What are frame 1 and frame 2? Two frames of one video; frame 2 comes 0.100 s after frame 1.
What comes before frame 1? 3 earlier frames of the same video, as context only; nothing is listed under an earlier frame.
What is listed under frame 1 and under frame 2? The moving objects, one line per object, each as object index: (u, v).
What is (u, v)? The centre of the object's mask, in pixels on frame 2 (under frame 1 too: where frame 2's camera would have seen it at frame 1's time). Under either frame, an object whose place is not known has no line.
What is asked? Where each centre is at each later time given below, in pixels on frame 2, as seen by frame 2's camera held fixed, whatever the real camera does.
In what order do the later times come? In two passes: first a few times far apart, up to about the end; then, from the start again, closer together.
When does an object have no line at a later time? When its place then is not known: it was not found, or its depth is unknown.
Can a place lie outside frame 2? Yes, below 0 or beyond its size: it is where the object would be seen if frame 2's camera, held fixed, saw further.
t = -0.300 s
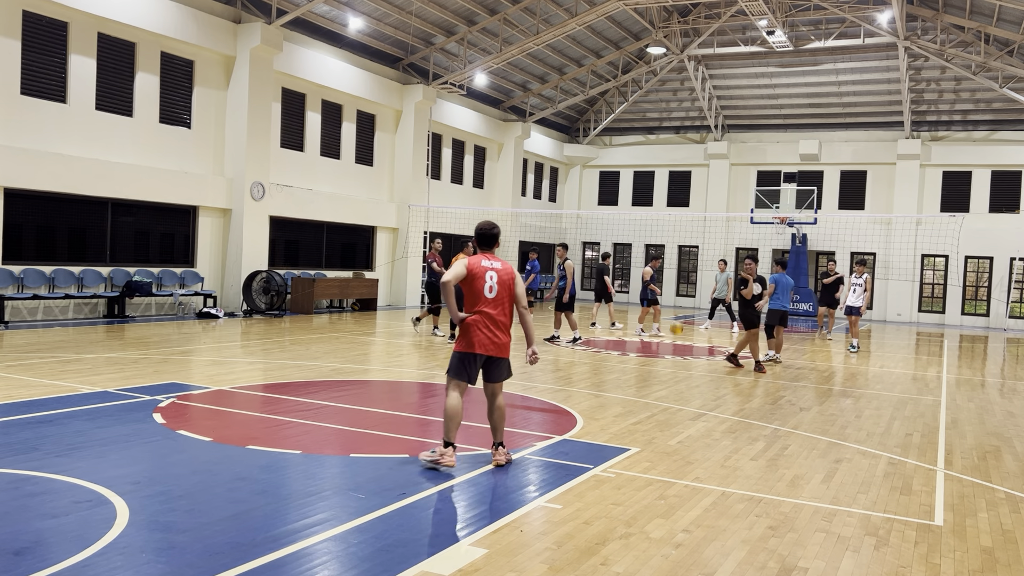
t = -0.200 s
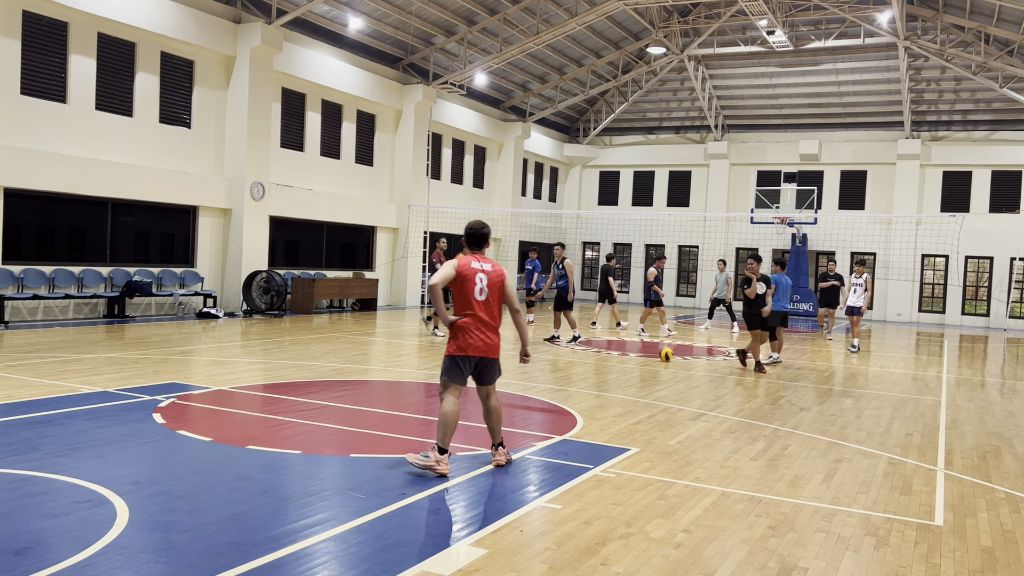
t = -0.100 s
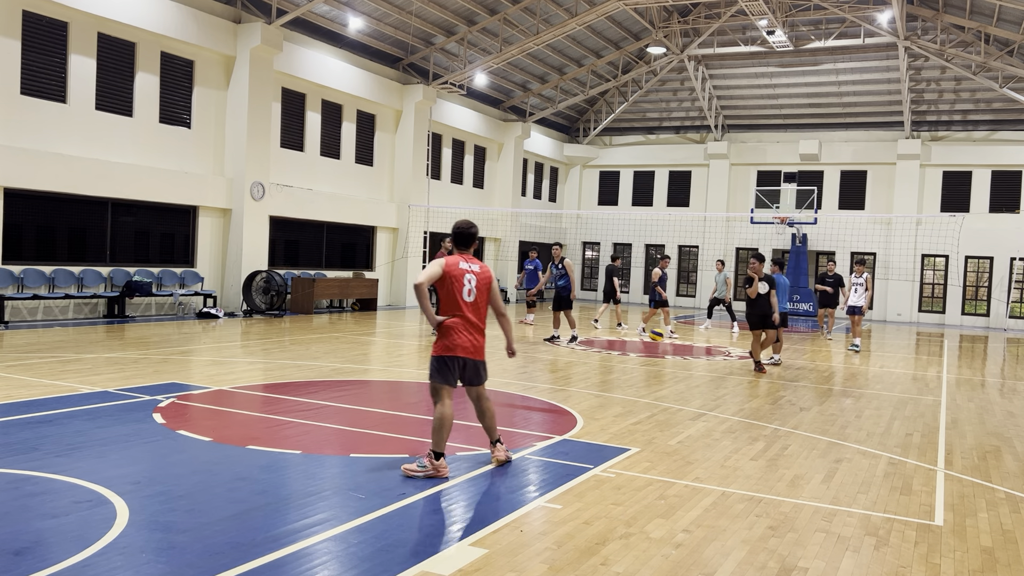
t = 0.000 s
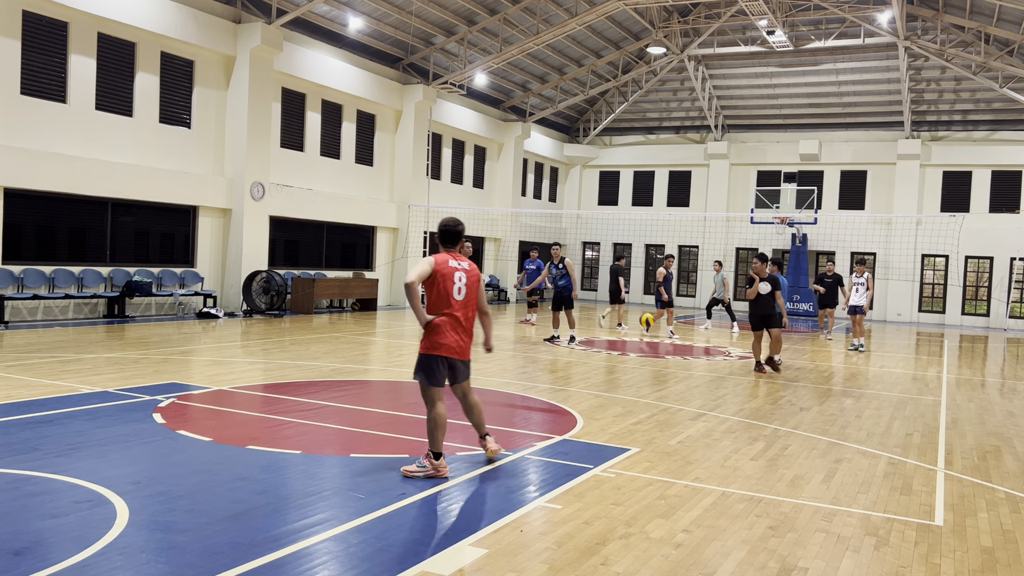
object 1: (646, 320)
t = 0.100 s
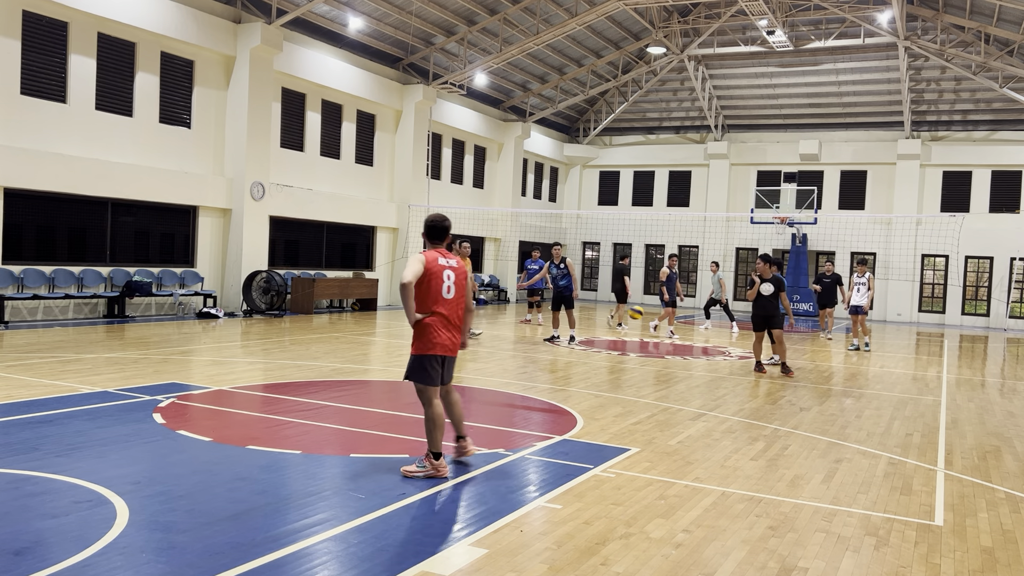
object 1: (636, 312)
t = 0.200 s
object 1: (624, 312)
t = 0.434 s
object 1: (594, 339)
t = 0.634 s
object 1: (567, 350)
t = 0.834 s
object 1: (539, 333)
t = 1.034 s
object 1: (507, 349)
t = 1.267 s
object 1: (469, 360)
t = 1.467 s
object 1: (434, 354)
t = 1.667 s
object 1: (394, 388)
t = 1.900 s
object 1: (347, 370)
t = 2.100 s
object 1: (302, 396)
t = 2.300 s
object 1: (253, 389)
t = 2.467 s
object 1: (208, 403)
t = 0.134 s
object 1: (632, 311)
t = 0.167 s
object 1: (628, 311)
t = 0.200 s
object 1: (624, 312)
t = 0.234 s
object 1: (620, 313)
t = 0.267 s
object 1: (615, 315)
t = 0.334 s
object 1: (607, 321)
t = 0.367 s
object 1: (603, 326)
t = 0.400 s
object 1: (599, 332)
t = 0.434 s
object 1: (594, 339)
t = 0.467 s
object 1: (589, 346)
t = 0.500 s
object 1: (585, 354)
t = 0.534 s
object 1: (580, 364)
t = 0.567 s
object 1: (575, 362)
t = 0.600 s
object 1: (571, 356)
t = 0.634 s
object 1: (567, 350)
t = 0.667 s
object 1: (562, 345)
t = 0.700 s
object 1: (557, 341)
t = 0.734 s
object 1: (554, 338)
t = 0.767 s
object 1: (550, 335)
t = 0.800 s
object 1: (544, 334)
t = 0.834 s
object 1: (539, 333)
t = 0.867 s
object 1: (535, 333)
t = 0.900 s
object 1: (529, 334)
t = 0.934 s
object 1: (524, 337)
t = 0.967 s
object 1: (519, 340)
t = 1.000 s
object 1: (513, 344)
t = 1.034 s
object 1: (507, 349)
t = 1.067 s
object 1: (502, 355)
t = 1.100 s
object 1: (496, 363)
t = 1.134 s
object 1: (490, 371)
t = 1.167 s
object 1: (483, 377)
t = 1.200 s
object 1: (479, 371)
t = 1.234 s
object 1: (474, 365)
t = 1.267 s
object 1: (469, 360)
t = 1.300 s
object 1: (463, 357)
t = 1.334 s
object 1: (458, 355)
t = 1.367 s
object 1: (452, 353)
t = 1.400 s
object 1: (446, 352)
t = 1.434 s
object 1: (440, 353)
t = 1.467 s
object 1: (434, 354)
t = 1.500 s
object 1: (428, 357)
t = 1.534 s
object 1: (422, 360)
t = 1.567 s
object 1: (416, 366)
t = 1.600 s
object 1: (409, 371)
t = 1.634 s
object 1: (402, 379)
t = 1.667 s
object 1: (394, 388)
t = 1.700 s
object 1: (388, 388)
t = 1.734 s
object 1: (382, 383)
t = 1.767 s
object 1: (375, 378)
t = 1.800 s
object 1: (369, 374)
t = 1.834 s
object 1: (362, 371)
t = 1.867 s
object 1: (355, 370)
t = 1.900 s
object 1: (347, 370)
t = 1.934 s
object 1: (340, 371)
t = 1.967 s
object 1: (333, 374)
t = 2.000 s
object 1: (325, 377)
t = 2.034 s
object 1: (318, 383)
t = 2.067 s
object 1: (310, 388)
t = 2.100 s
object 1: (302, 396)
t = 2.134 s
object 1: (293, 405)
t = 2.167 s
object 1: (285, 400)
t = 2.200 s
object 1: (277, 395)
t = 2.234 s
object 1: (269, 392)
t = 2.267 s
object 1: (262, 390)
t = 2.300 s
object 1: (253, 389)
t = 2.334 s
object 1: (245, 389)
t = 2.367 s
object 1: (236, 390)
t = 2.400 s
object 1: (226, 393)
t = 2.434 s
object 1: (217, 398)
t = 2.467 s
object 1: (208, 403)
